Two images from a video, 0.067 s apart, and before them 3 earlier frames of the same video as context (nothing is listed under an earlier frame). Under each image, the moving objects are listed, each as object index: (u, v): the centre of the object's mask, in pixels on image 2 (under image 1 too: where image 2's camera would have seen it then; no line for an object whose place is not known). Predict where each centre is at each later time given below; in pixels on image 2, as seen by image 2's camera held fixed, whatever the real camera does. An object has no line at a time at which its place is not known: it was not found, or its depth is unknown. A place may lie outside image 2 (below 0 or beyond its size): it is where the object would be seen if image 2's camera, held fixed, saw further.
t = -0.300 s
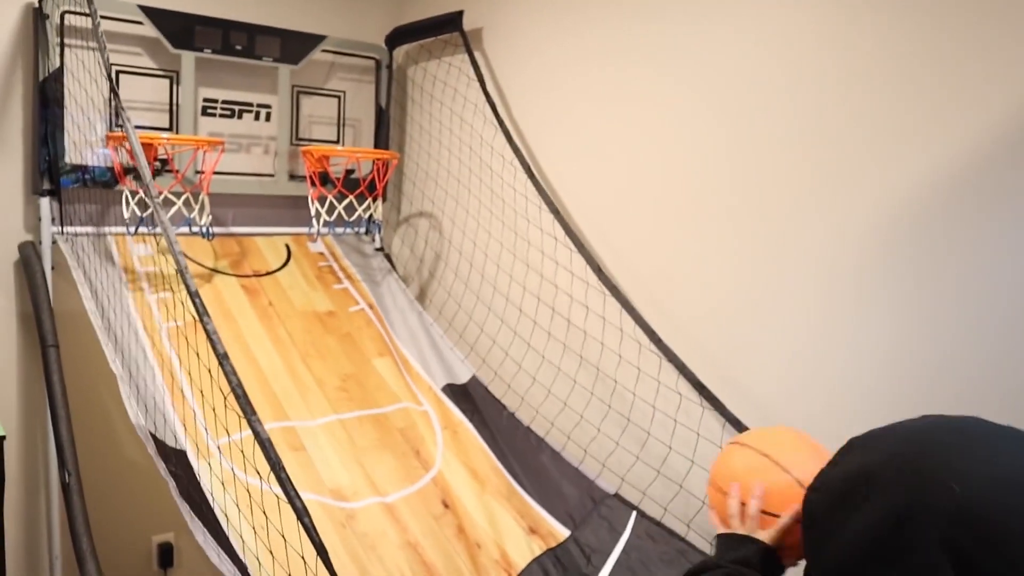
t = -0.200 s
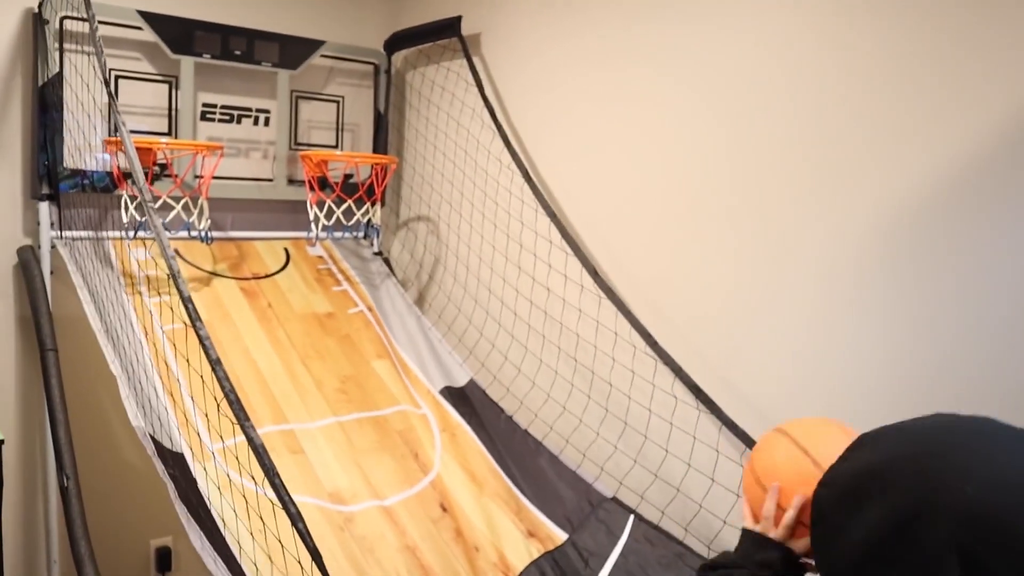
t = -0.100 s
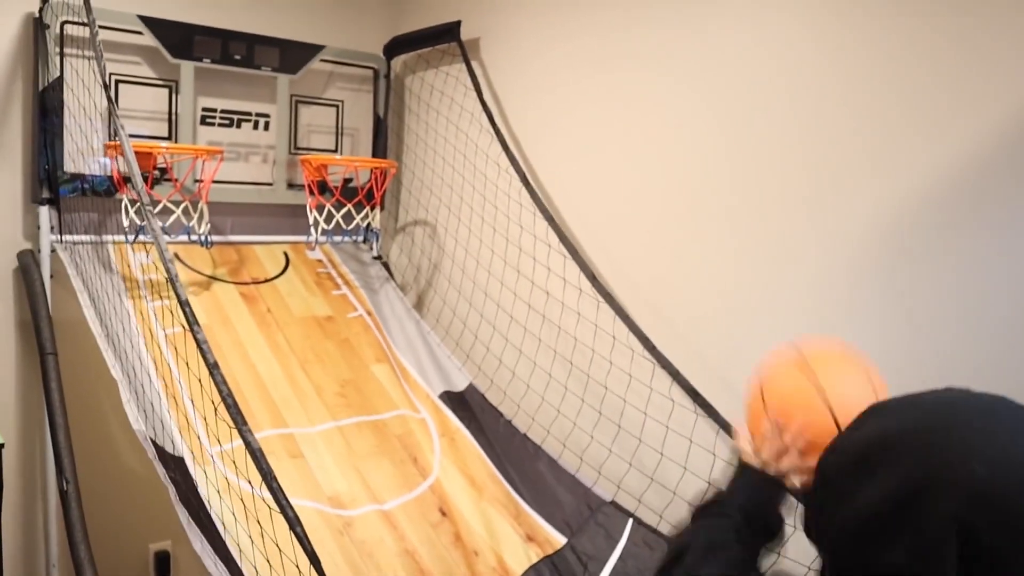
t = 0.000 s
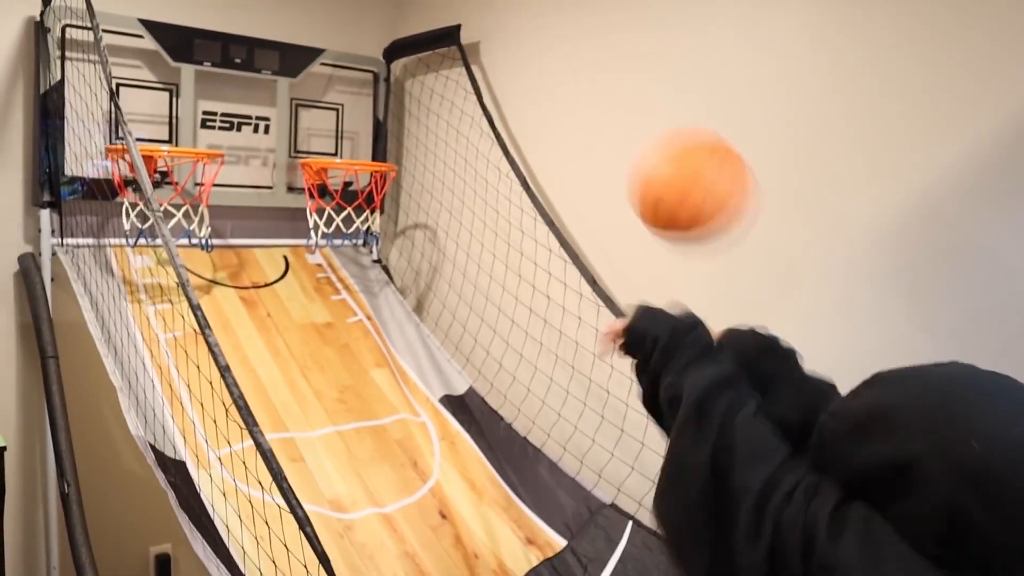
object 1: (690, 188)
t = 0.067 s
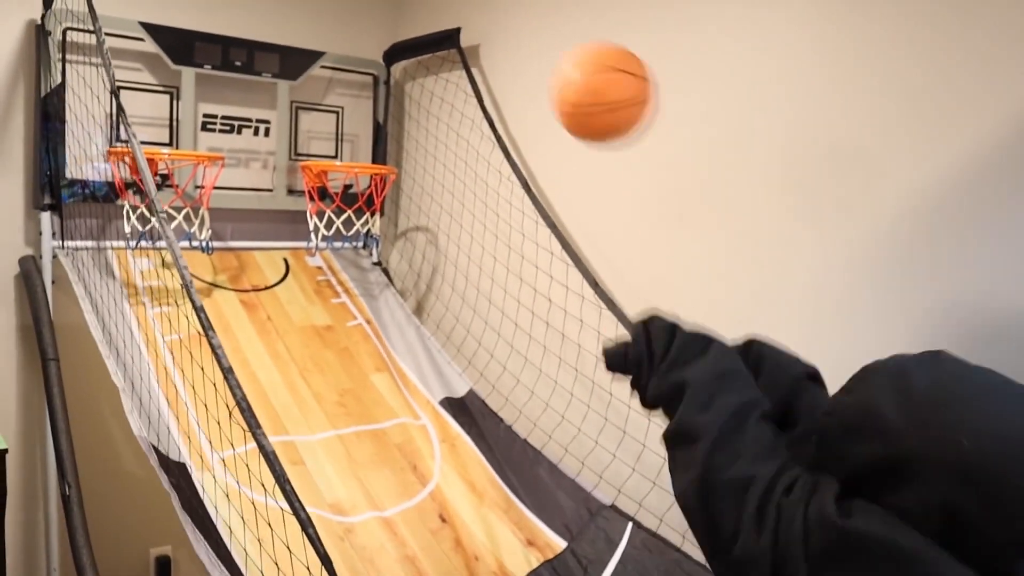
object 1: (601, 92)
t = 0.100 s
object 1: (564, 61)
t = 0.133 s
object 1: (533, 41)
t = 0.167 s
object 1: (504, 27)
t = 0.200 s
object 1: (479, 20)
